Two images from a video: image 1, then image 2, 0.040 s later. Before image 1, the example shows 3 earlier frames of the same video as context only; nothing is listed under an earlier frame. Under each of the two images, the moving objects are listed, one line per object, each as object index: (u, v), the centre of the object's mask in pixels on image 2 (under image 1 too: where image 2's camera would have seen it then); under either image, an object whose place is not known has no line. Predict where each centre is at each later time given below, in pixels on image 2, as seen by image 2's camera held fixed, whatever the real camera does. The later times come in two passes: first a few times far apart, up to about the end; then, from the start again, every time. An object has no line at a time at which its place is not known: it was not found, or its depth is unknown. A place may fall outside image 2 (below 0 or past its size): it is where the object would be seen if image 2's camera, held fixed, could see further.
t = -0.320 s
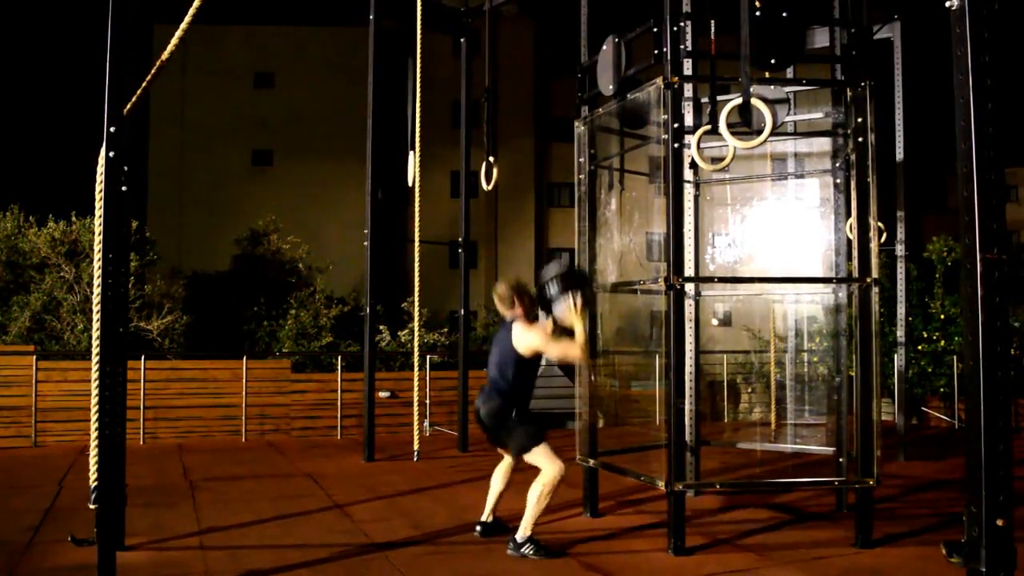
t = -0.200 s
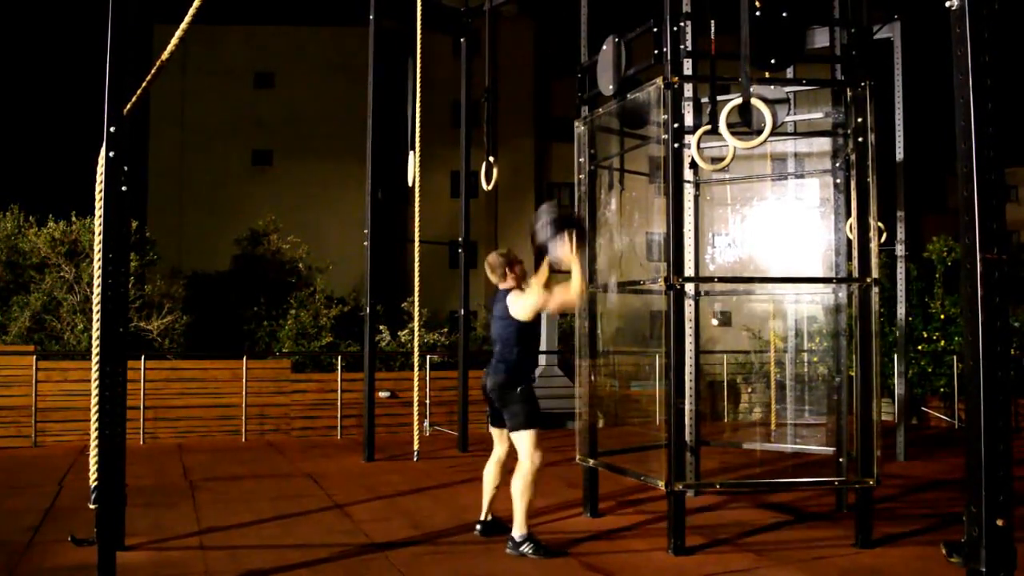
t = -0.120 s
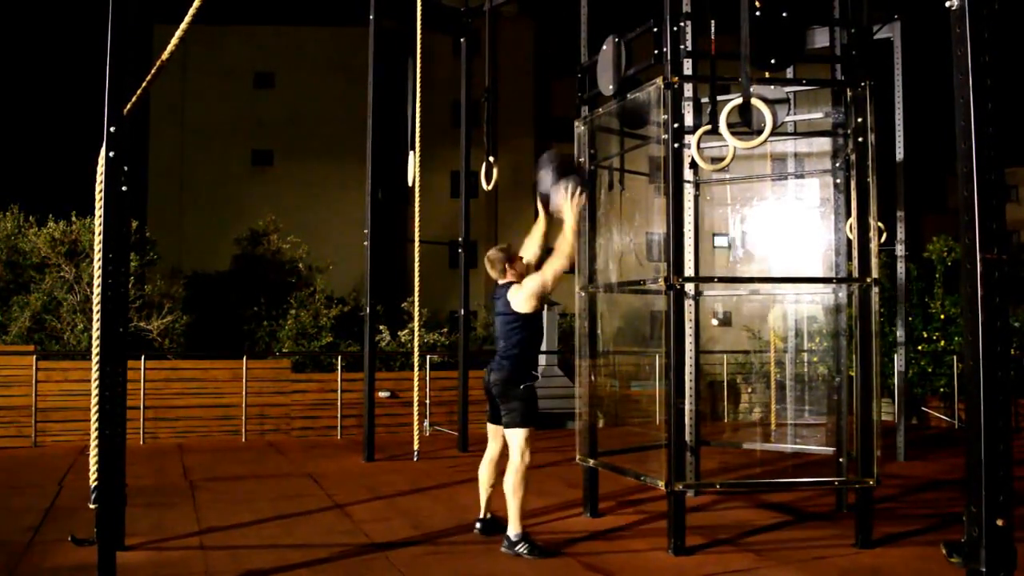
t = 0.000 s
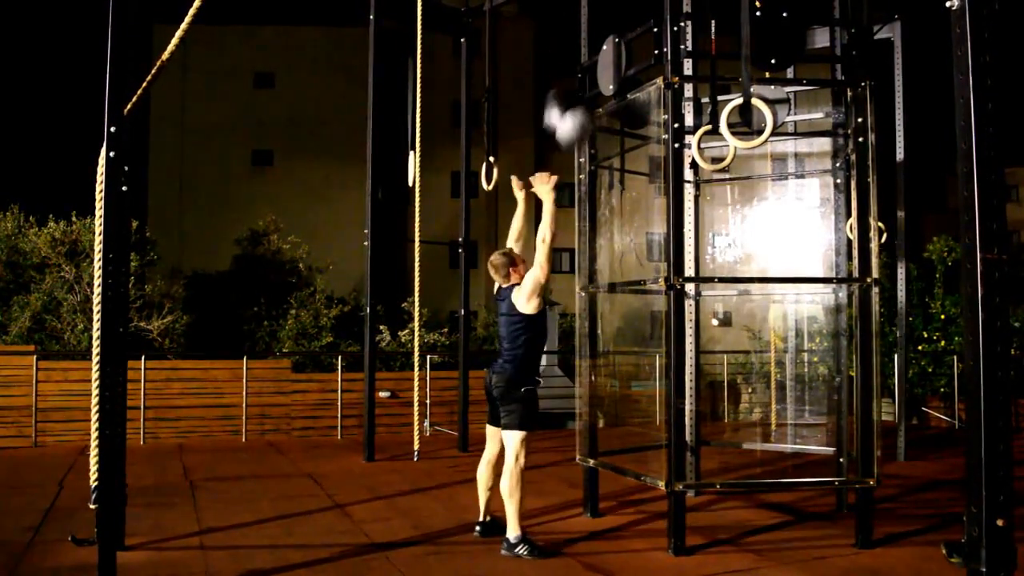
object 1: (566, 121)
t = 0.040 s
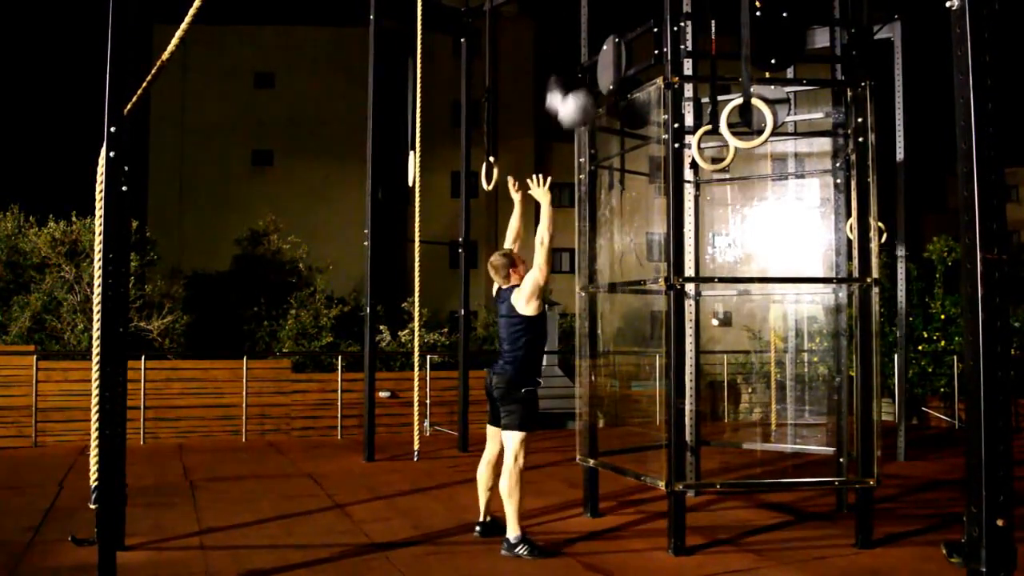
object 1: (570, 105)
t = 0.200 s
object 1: (579, 60)
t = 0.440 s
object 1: (589, 60)
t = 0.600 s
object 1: (581, 97)
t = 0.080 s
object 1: (574, 89)
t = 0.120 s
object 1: (575, 76)
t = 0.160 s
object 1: (578, 66)
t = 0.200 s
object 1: (579, 60)
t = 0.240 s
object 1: (581, 54)
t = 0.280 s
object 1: (584, 52)
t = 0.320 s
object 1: (586, 51)
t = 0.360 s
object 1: (588, 52)
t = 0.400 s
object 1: (590, 56)
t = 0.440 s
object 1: (589, 60)
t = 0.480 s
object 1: (585, 64)
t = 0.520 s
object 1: (584, 68)
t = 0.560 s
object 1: (583, 85)
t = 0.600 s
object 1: (581, 97)
